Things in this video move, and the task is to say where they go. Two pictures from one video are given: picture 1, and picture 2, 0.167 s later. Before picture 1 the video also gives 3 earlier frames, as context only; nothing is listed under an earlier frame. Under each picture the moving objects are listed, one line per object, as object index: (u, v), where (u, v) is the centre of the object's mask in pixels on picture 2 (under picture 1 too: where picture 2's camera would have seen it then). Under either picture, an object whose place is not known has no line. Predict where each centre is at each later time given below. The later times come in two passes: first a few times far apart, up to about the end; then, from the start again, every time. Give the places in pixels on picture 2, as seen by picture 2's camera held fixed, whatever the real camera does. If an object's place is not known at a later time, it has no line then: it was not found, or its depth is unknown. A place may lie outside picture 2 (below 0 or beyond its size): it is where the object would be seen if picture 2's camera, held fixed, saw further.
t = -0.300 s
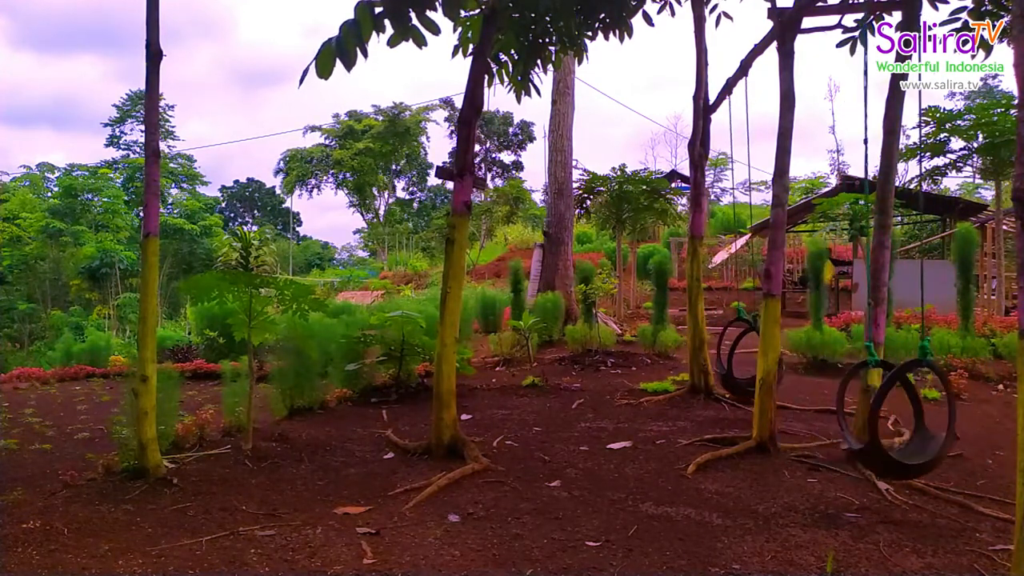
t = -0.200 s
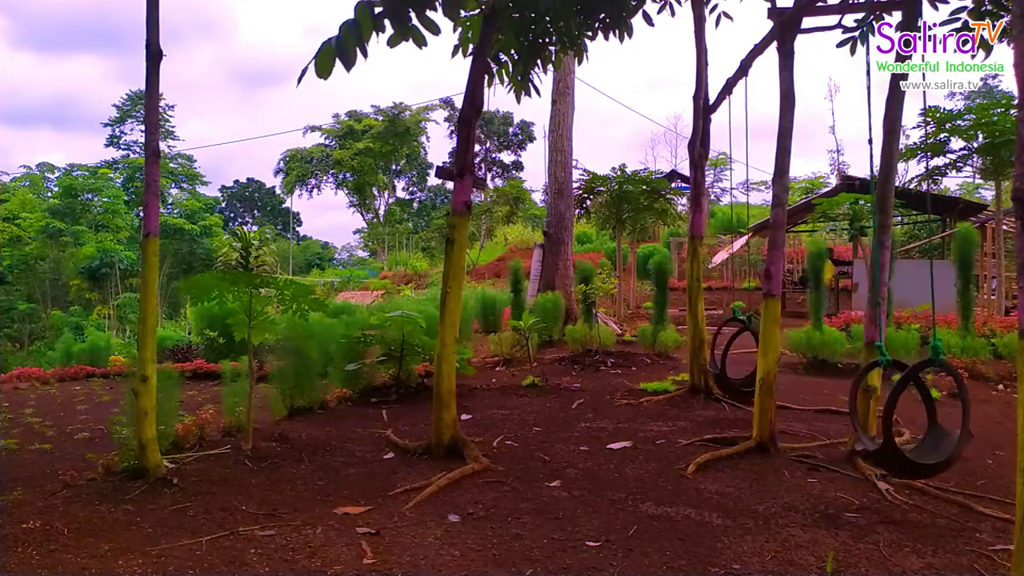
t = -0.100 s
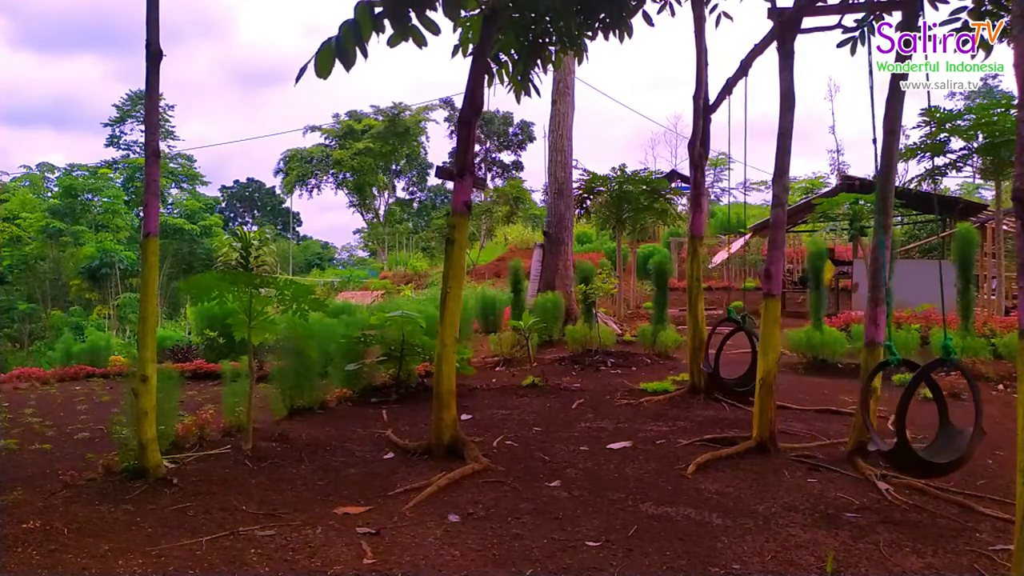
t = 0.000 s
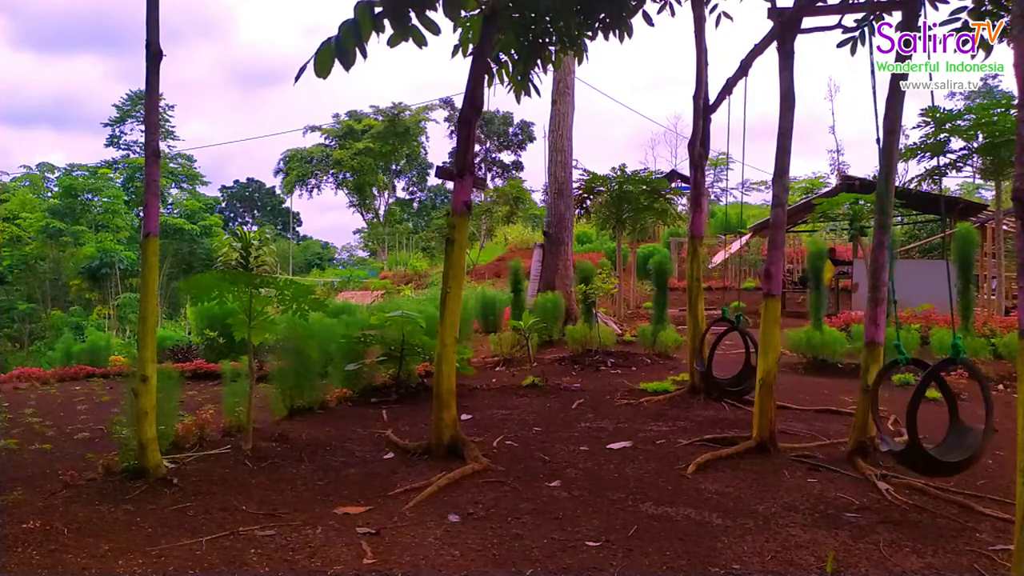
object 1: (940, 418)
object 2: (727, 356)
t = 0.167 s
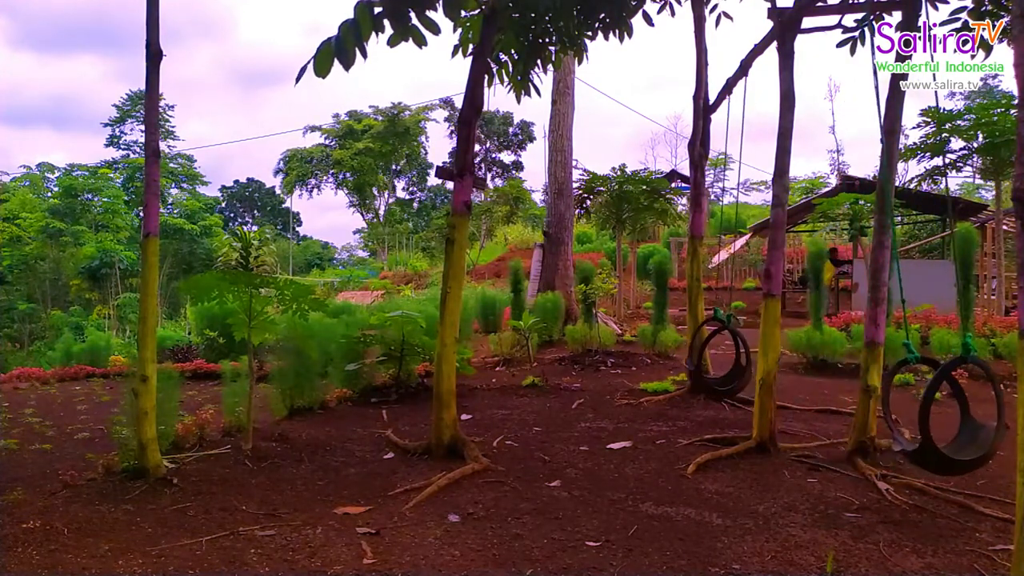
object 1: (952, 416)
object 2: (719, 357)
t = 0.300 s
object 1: (954, 416)
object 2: (712, 356)
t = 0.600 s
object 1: (944, 417)
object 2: (705, 356)
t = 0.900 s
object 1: (910, 419)
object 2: (709, 357)
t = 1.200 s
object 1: (868, 418)
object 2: (725, 357)
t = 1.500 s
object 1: (837, 415)
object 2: (730, 349)
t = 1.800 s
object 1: (830, 415)
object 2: (741, 349)
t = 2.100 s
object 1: (849, 417)
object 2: (743, 348)
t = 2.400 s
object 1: (888, 420)
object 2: (738, 351)
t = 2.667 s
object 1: (923, 419)
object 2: (733, 354)
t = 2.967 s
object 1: (949, 416)
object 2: (720, 357)
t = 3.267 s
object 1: (950, 416)
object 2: (708, 356)
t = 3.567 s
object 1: (926, 419)
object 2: (707, 356)
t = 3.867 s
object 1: (888, 420)
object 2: (717, 357)
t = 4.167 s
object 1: (850, 418)
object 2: (731, 356)
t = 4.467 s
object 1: (831, 415)
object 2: (737, 350)
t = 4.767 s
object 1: (838, 416)
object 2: (742, 348)
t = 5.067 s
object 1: (869, 419)
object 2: (740, 350)
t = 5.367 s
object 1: (911, 420)
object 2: (729, 350)
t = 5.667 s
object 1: (942, 417)
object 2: (727, 358)
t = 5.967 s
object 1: (951, 416)
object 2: (711, 356)
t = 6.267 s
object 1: (935, 418)
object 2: (707, 356)
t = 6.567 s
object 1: (899, 420)
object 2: (714, 357)
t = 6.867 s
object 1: (860, 418)
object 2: (727, 357)
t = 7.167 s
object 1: (835, 416)
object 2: (732, 351)
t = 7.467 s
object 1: (834, 416)
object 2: (740, 349)
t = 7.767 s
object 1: (859, 418)
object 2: (740, 349)
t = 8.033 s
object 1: (893, 420)
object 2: (735, 351)
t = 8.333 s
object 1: (929, 419)
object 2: (730, 354)
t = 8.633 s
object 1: (950, 417)
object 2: (718, 357)
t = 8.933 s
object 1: (945, 418)
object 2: (710, 354)
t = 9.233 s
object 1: (917, 420)
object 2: (712, 354)
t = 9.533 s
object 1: (877, 419)
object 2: (723, 357)
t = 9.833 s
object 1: (844, 417)
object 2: (734, 355)
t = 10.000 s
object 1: (835, 415)
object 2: (734, 348)
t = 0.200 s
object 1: (953, 416)
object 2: (717, 357)
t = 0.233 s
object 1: (953, 416)
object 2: (716, 357)
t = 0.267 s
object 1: (954, 416)
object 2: (714, 356)
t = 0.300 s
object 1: (954, 416)
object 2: (712, 356)
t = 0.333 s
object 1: (954, 416)
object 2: (711, 356)
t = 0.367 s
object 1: (954, 416)
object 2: (709, 356)
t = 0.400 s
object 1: (954, 416)
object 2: (708, 356)
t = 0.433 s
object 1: (953, 416)
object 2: (707, 356)
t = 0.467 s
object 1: (952, 416)
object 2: (706, 356)
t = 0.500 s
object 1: (951, 416)
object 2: (706, 356)
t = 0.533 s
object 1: (949, 416)
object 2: (705, 356)
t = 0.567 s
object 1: (947, 416)
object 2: (705, 356)
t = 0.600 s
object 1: (944, 417)
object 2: (705, 356)
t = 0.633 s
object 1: (941, 417)
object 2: (705, 356)
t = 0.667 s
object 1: (938, 417)
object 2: (705, 356)
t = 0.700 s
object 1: (935, 418)
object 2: (705, 356)
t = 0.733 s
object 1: (932, 418)
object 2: (705, 357)
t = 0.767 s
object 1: (927, 418)
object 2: (706, 354)
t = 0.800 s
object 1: (922, 418)
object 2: (706, 357)
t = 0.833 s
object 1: (919, 419)
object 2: (707, 356)
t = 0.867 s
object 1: (914, 419)
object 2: (708, 357)
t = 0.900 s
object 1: (910, 419)
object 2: (709, 357)
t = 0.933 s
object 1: (905, 419)
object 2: (711, 357)
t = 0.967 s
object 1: (900, 419)
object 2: (712, 357)
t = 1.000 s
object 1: (896, 419)
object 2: (713, 357)
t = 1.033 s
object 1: (891, 420)
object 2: (715, 357)
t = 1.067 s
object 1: (886, 419)
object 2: (717, 357)
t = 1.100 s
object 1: (882, 419)
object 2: (718, 358)
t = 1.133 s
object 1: (877, 419)
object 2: (720, 358)
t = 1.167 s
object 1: (872, 419)
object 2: (722, 358)
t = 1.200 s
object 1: (868, 418)
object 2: (725, 357)
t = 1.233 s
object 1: (864, 418)
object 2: (726, 357)
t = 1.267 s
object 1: (860, 418)
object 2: (727, 357)
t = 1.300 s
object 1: (856, 418)
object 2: (729, 357)
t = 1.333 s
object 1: (852, 418)
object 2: (730, 355)
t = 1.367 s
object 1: (848, 417)
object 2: (732, 354)
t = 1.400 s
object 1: (845, 417)
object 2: (733, 354)
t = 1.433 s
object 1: (842, 416)
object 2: (734, 354)
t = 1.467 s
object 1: (839, 416)
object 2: (727, 352)
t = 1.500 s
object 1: (837, 415)
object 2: (730, 349)
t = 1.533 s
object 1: (835, 415)
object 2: (732, 350)
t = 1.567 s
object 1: (833, 415)
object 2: (734, 350)
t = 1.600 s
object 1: (832, 415)
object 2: (735, 350)
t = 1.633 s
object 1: (831, 415)
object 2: (737, 351)
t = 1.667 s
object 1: (830, 415)
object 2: (738, 350)
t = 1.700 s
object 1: (830, 415)
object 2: (739, 350)
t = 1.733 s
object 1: (830, 414)
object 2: (739, 350)
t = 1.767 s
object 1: (830, 415)
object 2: (740, 349)
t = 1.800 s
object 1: (830, 415)
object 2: (741, 349)
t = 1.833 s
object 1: (831, 415)
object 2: (741, 349)
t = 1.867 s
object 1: (832, 415)
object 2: (742, 349)
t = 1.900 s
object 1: (833, 415)
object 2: (742, 349)
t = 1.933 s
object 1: (835, 415)
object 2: (743, 348)
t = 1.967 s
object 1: (837, 416)
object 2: (743, 348)
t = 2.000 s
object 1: (840, 416)
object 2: (743, 348)
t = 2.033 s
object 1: (843, 417)
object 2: (743, 348)
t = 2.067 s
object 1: (846, 417)
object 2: (743, 348)
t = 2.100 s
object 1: (849, 417)
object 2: (743, 348)
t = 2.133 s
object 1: (853, 418)
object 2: (743, 348)
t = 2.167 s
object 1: (857, 418)
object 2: (742, 349)
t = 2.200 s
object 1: (861, 418)
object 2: (742, 349)
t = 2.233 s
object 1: (865, 419)
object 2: (742, 349)
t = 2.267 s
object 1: (869, 419)
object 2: (741, 349)
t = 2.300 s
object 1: (874, 419)
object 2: (740, 350)
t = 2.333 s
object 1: (879, 419)
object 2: (739, 350)
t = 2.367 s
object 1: (883, 419)
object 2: (739, 350)
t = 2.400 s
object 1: (888, 420)
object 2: (738, 351)
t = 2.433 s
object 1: (893, 420)
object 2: (737, 351)
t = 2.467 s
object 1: (897, 420)
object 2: (735, 351)
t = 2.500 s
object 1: (902, 420)
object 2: (734, 351)
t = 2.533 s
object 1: (906, 420)
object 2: (732, 350)
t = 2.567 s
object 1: (910, 420)
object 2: (730, 350)
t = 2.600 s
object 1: (915, 420)
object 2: (728, 351)
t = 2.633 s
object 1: (919, 420)
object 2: (734, 353)
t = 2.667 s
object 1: (923, 419)
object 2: (733, 354)
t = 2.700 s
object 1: (926, 419)
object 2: (732, 354)
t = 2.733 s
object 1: (930, 419)
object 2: (731, 354)
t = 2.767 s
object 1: (934, 419)
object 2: (729, 357)
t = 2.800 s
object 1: (937, 418)
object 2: (728, 357)
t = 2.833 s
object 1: (940, 417)
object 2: (727, 352)
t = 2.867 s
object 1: (943, 417)
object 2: (726, 352)
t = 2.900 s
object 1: (945, 417)
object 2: (726, 359)
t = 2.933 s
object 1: (947, 417)
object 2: (726, 359)
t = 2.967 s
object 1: (949, 416)
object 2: (720, 357)
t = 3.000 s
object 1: (950, 416)
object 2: (718, 357)
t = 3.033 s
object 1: (951, 416)
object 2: (717, 357)
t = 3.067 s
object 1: (952, 416)
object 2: (715, 356)
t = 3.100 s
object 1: (952, 416)
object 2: (714, 356)
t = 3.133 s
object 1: (952, 416)
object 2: (712, 356)
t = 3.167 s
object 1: (952, 416)
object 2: (711, 356)
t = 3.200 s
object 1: (952, 416)
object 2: (710, 356)
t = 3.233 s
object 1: (952, 416)
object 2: (709, 356)
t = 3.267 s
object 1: (950, 416)
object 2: (708, 356)
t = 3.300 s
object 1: (949, 416)
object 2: (707, 356)
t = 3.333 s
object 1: (947, 416)
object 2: (707, 356)
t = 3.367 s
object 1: (945, 416)
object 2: (706, 356)
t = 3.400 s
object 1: (942, 417)
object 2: (706, 356)
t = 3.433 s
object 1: (940, 417)
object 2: (706, 356)
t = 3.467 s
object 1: (938, 418)
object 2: (706, 356)
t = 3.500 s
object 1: (934, 418)
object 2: (706, 356)
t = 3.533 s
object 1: (931, 418)
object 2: (706, 356)
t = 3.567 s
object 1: (926, 419)
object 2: (707, 356)
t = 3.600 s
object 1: (922, 418)
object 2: (707, 356)
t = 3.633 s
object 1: (918, 419)
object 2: (708, 357)
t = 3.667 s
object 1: (914, 419)
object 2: (709, 357)
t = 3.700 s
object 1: (910, 419)
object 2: (710, 357)
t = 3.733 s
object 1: (905, 420)
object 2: (711, 357)
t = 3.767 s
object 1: (901, 420)
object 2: (713, 357)
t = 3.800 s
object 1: (897, 420)
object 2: (714, 357)
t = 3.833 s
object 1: (892, 420)
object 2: (715, 357)
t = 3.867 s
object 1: (888, 420)
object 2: (717, 357)
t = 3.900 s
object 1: (883, 419)
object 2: (719, 357)
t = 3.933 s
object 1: (879, 419)
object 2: (720, 358)
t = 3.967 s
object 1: (874, 419)
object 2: (722, 358)
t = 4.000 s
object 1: (870, 418)
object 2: (726, 360)
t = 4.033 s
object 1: (866, 418)
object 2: (725, 358)
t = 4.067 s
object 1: (861, 418)
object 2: (729, 360)
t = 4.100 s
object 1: (857, 418)
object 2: (728, 357)
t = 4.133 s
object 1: (853, 417)
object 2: (730, 356)
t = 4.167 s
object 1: (850, 418)
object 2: (731, 356)
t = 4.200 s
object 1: (847, 417)
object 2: (732, 355)
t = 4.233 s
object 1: (844, 417)
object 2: (734, 354)
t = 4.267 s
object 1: (841, 416)
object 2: (726, 351)
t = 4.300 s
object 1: (839, 416)
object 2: (729, 351)
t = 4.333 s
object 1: (836, 416)
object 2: (730, 351)
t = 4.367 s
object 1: (835, 416)
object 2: (733, 350)
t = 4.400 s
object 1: (834, 415)
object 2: (734, 351)
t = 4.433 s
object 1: (832, 415)
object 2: (736, 350)
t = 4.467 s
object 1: (831, 415)
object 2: (737, 350)
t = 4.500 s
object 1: (831, 415)
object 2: (738, 350)
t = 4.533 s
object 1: (831, 415)
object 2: (739, 350)
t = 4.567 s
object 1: (831, 415)
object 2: (739, 350)
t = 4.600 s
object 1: (831, 415)
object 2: (740, 349)
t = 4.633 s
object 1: (832, 415)
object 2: (741, 349)
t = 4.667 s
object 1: (833, 415)
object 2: (741, 349)
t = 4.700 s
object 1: (835, 415)
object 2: (741, 349)
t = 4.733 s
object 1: (836, 415)
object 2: (742, 349)
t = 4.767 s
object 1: (838, 416)
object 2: (742, 348)
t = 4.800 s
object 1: (840, 416)
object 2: (742, 348)
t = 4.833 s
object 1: (843, 417)
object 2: (742, 348)
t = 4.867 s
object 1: (846, 417)
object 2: (742, 348)
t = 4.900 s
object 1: (849, 417)
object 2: (742, 348)
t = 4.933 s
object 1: (853, 417)
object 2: (742, 348)
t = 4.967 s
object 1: (859, 418)
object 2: (742, 349)
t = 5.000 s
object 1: (863, 418)
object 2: (741, 349)
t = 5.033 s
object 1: (867, 419)
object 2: (741, 349)
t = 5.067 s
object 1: (869, 419)
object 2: (740, 350)
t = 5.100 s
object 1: (876, 419)
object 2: (739, 350)
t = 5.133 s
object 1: (881, 419)
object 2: (739, 350)
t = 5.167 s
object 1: (885, 419)
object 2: (738, 351)
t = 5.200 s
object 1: (889, 420)
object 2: (737, 351)
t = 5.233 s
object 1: (894, 420)
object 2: (736, 350)
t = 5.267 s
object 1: (899, 420)
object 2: (734, 351)
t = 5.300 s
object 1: (903, 420)
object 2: (733, 351)
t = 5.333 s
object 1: (907, 419)
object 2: (731, 350)
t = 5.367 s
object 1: (911, 420)
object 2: (729, 350)
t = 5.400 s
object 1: (915, 420)
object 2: (727, 351)
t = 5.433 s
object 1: (920, 420)
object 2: (734, 354)
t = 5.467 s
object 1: (924, 419)
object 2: (733, 354)
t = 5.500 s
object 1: (928, 419)
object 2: (732, 353)
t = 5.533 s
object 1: (931, 418)
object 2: (731, 353)
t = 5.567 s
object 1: (933, 418)
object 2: (729, 355)
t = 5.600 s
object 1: (937, 418)
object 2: (730, 358)
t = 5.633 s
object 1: (940, 418)
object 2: (729, 358)
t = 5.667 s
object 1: (942, 417)
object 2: (727, 358)
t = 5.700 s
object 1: (944, 417)
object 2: (726, 358)
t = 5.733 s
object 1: (946, 417)
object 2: (722, 357)
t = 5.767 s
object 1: (949, 417)
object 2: (720, 357)
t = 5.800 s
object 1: (950, 416)
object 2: (718, 357)
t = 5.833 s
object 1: (951, 416)
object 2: (717, 357)
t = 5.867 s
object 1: (951, 416)
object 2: (715, 357)
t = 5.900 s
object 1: (951, 416)
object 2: (714, 356)
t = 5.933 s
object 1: (951, 416)
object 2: (713, 356)
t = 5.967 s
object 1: (951, 416)
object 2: (711, 356)
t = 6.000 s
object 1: (951, 416)
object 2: (710, 356)
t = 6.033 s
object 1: (950, 416)
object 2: (710, 356)
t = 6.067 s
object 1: (949, 417)
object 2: (709, 356)
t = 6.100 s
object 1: (948, 417)
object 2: (708, 356)
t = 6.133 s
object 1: (946, 417)
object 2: (708, 356)
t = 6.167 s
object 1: (943, 417)
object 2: (707, 356)
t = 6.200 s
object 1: (941, 418)
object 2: (707, 356)
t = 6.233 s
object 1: (939, 418)
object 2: (707, 356)
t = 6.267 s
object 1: (935, 418)
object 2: (707, 356)
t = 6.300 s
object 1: (932, 419)
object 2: (707, 356)
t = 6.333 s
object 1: (929, 419)
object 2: (708, 356)
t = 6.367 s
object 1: (924, 419)
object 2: (708, 356)
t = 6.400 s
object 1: (921, 419)
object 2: (709, 356)
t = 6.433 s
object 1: (917, 420)
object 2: (712, 358)
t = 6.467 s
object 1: (913, 420)
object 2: (707, 364)
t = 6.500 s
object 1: (908, 420)
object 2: (711, 357)
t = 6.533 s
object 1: (904, 420)
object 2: (713, 357)
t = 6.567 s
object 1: (899, 420)
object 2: (714, 357)
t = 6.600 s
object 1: (894, 422)
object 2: (715, 357)
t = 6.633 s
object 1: (890, 420)
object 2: (717, 357)
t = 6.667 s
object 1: (886, 420)
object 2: (718, 357)
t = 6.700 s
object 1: (881, 420)
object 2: (720, 358)
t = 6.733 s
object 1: (877, 419)
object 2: (721, 358)
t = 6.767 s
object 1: (873, 419)
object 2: (722, 358)
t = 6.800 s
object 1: (868, 419)
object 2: (725, 357)
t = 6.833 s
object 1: (864, 419)
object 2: (726, 357)
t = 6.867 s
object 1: (860, 418)
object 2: (727, 357)
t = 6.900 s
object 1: (856, 418)
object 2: (728, 357)
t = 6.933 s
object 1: (853, 418)
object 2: (730, 356)
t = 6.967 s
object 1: (849, 417)
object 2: (731, 355)
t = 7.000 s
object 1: (847, 417)
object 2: (733, 354)
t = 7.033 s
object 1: (844, 417)
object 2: (734, 354)
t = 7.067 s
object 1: (841, 416)
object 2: (726, 351)
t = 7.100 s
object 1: (839, 416)
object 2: (728, 353)
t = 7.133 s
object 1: (837, 416)
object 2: (729, 353)
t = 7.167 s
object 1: (835, 416)
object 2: (732, 351)
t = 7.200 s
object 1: (834, 416)
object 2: (733, 351)
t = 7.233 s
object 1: (833, 416)
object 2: (735, 351)
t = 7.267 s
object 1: (833, 415)
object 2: (737, 350)
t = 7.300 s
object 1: (832, 415)
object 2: (737, 350)
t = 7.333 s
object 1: (832, 415)
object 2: (738, 350)
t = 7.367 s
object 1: (832, 415)
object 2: (739, 350)
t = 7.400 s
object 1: (833, 415)
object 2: (739, 350)
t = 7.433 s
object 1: (833, 415)
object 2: (740, 350)
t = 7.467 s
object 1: (834, 416)
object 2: (740, 349)
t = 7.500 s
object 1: (836, 416)
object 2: (740, 349)
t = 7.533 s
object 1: (838, 416)
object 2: (741, 349)
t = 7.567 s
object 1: (839, 416)
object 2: (741, 349)
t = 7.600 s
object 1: (842, 416)
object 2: (741, 349)
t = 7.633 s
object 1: (844, 416)
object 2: (741, 349)
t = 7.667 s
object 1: (848, 416)
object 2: (741, 349)
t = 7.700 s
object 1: (851, 417)
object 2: (741, 349)
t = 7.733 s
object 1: (855, 418)
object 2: (741, 349)
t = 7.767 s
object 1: (859, 418)
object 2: (740, 349)
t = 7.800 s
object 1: (863, 418)
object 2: (740, 350)
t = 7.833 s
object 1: (867, 418)
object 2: (740, 350)
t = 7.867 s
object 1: (871, 418)
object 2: (739, 350)
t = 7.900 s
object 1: (875, 419)
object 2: (739, 350)
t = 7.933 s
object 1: (880, 419)
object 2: (738, 351)
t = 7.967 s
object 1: (884, 419)
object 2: (737, 351)
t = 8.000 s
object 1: (889, 420)
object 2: (736, 351)
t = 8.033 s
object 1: (893, 420)
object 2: (735, 351)
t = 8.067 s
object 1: (897, 420)
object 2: (734, 350)
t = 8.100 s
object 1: (902, 420)
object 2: (733, 350)
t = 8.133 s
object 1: (906, 420)
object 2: (731, 350)
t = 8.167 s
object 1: (911, 420)
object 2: (729, 351)
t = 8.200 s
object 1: (914, 420)
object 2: (727, 350)
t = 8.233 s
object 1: (918, 420)
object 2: (734, 354)
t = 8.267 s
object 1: (922, 420)
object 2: (733, 353)
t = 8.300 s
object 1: (926, 419)
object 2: (732, 354)
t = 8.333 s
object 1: (929, 419)
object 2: (730, 354)
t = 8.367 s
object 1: (932, 418)
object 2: (729, 355)
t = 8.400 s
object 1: (936, 418)
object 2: (728, 356)
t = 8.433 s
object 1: (938, 418)
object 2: (728, 355)
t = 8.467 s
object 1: (941, 418)
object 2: (727, 356)
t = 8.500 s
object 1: (943, 418)
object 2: (724, 357)
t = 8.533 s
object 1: (945, 418)
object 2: (723, 355)
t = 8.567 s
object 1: (947, 417)
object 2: (721, 357)
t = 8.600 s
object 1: (948, 417)
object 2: (720, 357)
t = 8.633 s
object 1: (950, 417)
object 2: (718, 357)
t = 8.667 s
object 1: (950, 417)
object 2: (717, 357)
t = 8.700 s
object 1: (950, 416)
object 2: (716, 356)
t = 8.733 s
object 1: (950, 417)
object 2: (714, 357)
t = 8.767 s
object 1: (951, 417)
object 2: (713, 357)
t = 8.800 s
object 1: (950, 417)
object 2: (712, 356)
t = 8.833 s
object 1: (950, 417)
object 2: (711, 357)
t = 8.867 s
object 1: (949, 417)
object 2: (711, 356)
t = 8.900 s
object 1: (947, 417)
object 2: (710, 357)
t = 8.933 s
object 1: (945, 418)
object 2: (710, 354)
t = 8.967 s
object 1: (943, 418)
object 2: (710, 354)
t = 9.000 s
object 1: (940, 418)
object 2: (710, 354)
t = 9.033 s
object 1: (938, 418)
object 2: (710, 354)
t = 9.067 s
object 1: (935, 418)
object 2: (710, 354)
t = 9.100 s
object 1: (932, 419)
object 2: (710, 354)
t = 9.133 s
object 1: (928, 419)
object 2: (710, 354)
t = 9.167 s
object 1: (924, 419)
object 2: (710, 354)
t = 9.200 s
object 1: (921, 420)
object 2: (711, 354)
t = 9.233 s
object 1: (917, 420)
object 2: (712, 354)
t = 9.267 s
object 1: (912, 420)
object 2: (712, 357)
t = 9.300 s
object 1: (908, 420)
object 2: (713, 357)
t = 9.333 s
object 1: (904, 420)
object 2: (715, 355)
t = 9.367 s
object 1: (899, 420)
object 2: (716, 355)
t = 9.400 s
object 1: (895, 420)
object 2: (717, 355)
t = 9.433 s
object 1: (891, 420)
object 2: (718, 357)
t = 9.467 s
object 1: (886, 420)
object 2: (719, 357)
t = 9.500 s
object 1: (882, 419)
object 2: (721, 357)
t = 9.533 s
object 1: (877, 419)
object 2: (723, 357)
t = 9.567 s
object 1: (873, 419)
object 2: (724, 355)
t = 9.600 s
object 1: (869, 419)
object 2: (727, 359)
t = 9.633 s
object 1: (865, 419)
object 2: (727, 357)
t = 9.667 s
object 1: (861, 418)
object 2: (730, 359)
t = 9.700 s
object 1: (857, 418)
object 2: (729, 357)
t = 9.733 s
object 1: (854, 417)
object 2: (731, 354)
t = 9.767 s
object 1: (850, 417)
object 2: (732, 354)
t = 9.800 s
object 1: (847, 417)
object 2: (733, 354)
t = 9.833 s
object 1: (844, 417)
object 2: (734, 355)
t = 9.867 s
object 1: (842, 416)
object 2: (728, 349)
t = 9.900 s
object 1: (840, 416)
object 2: (730, 347)
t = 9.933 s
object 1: (837, 416)
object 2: (731, 349)
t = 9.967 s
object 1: (836, 415)
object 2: (732, 351)
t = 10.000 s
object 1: (835, 415)
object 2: (734, 348)
